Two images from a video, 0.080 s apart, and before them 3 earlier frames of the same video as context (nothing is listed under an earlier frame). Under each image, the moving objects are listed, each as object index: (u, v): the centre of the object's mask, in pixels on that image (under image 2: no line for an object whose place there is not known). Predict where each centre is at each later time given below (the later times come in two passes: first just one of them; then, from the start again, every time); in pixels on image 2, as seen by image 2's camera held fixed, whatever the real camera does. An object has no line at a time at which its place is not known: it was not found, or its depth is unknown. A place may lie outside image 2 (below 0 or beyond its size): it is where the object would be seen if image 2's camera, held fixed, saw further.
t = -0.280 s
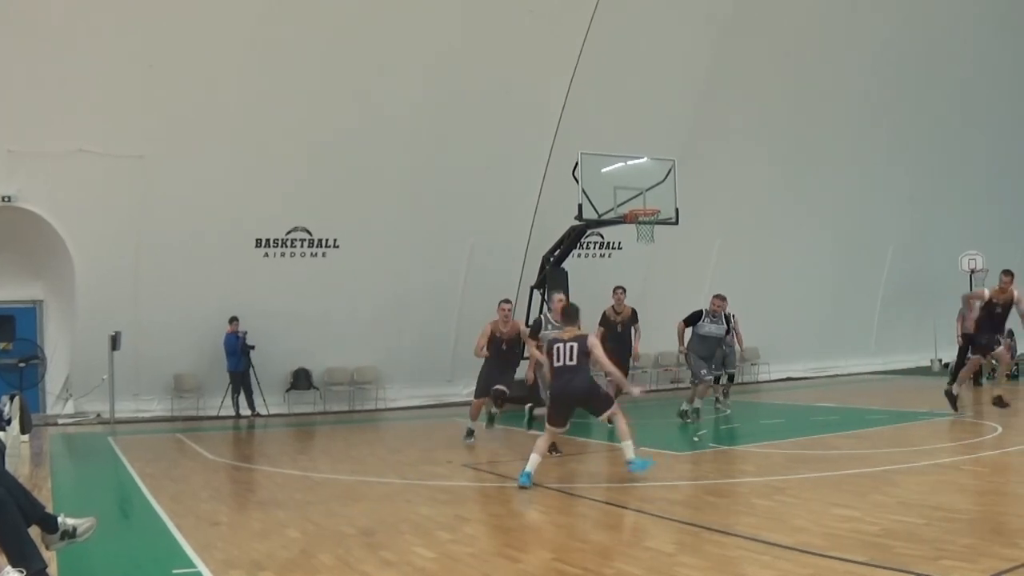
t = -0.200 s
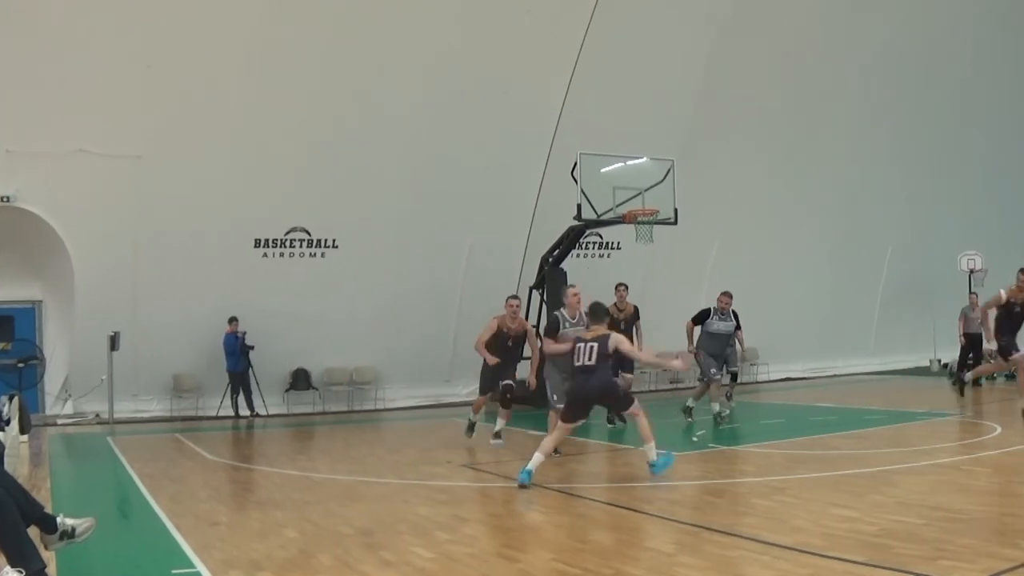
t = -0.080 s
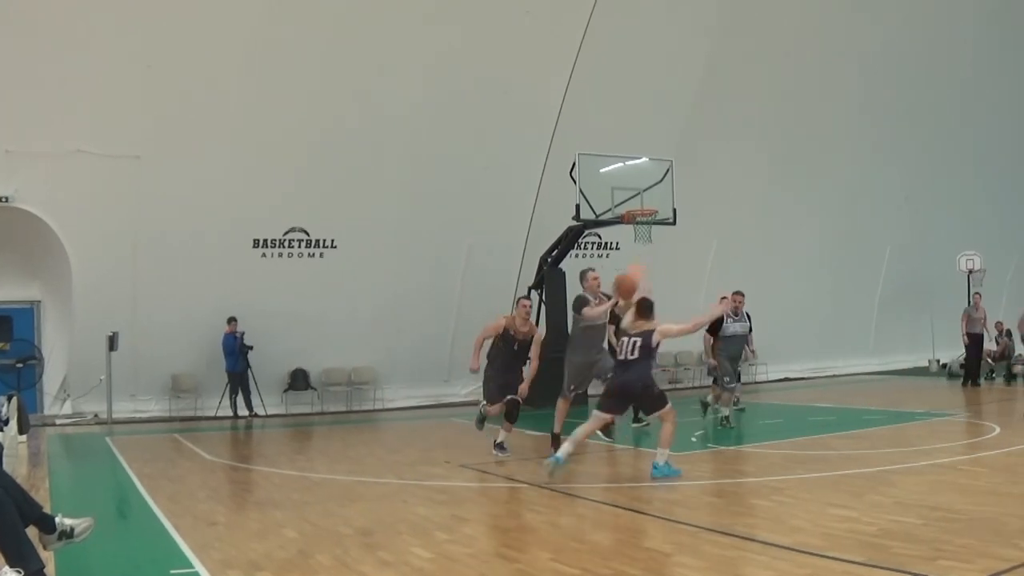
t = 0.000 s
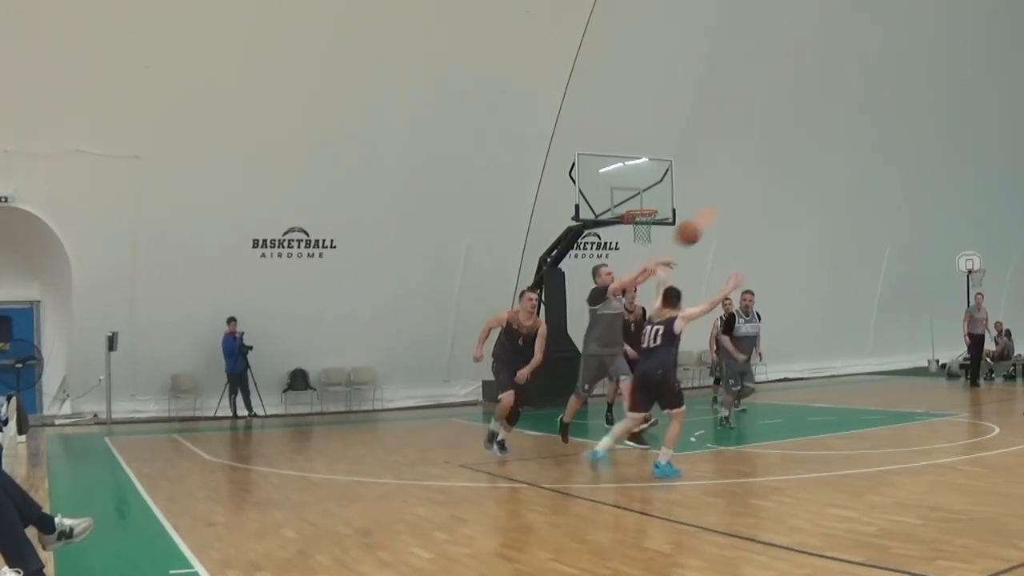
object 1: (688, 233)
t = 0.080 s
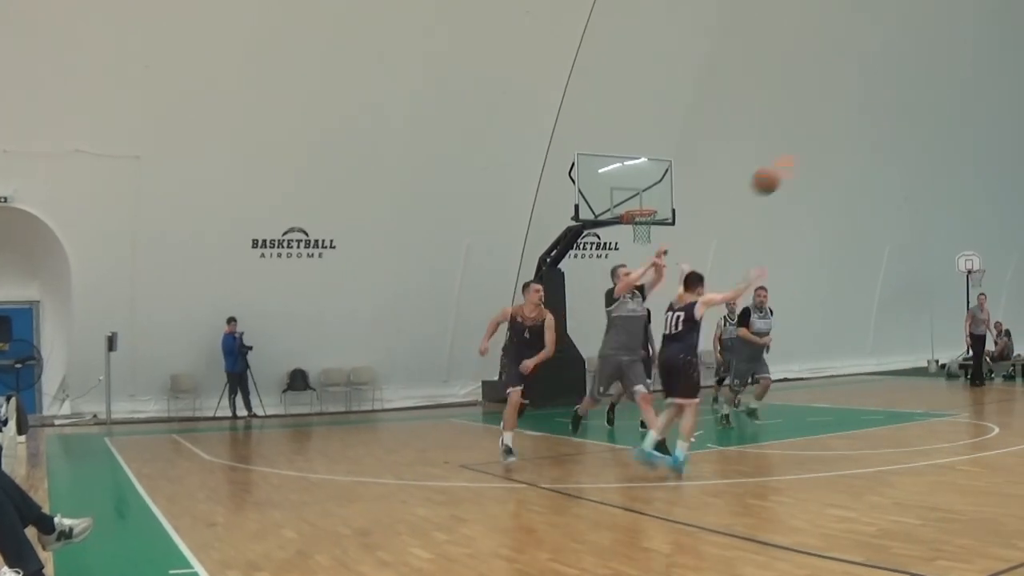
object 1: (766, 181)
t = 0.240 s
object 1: (939, 87)
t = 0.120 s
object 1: (807, 156)
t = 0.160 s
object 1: (848, 132)
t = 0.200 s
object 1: (892, 110)
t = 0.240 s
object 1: (939, 87)
